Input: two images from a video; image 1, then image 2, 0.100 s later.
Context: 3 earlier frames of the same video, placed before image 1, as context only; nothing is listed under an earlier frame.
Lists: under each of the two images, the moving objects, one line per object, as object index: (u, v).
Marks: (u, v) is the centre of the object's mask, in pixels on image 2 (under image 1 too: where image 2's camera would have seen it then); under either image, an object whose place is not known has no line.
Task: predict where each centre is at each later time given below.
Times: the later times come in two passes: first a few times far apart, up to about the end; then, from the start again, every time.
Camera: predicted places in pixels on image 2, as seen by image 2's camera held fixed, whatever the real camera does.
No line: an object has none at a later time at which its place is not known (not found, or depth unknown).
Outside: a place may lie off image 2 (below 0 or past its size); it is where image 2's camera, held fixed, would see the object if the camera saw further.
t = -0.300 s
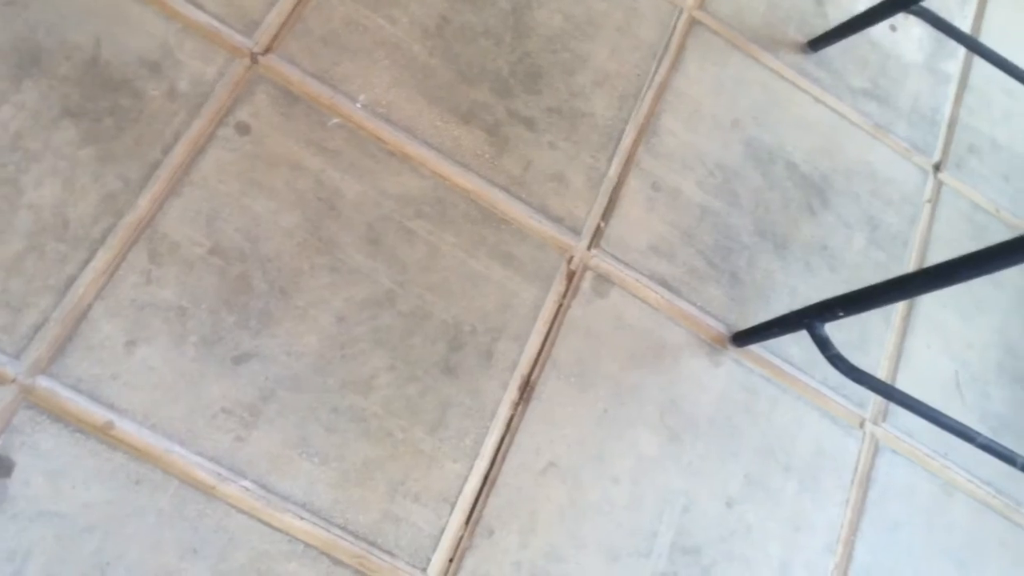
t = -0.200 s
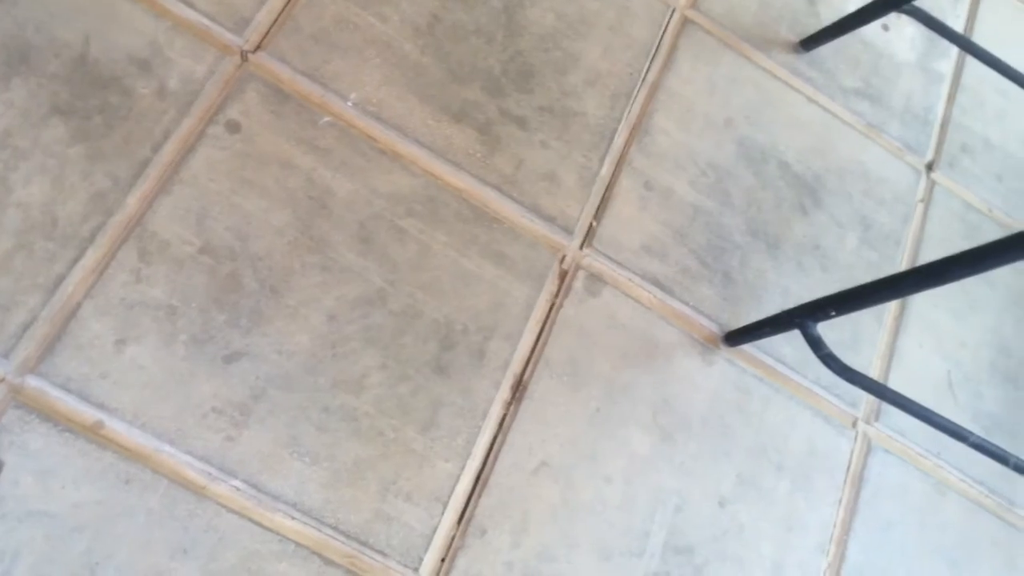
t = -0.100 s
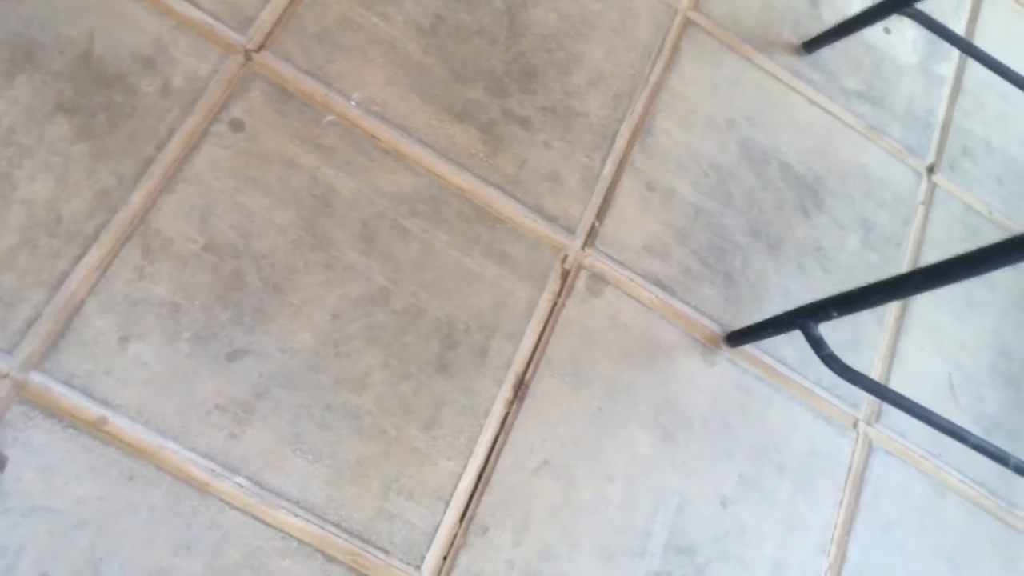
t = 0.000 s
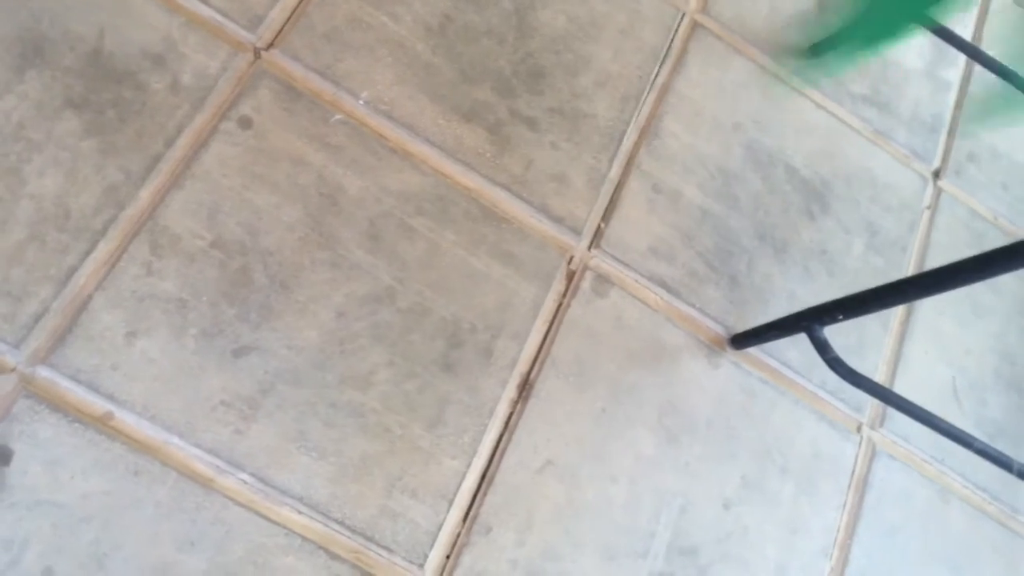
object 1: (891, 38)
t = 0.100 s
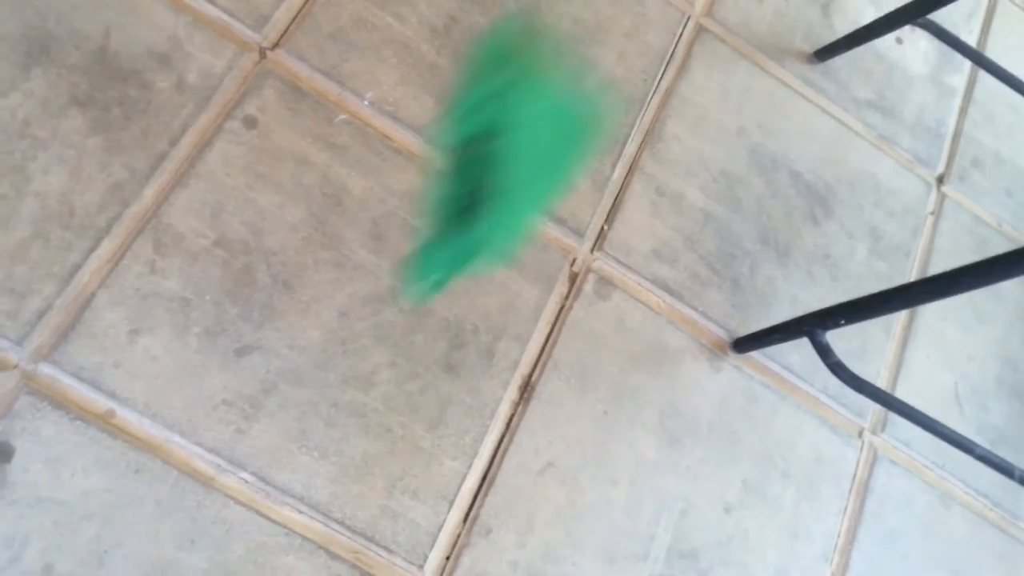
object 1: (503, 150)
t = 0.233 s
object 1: (256, 303)
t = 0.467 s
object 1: (130, 291)
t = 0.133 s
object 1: (406, 213)
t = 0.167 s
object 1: (334, 262)
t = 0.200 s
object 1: (276, 308)
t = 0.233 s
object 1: (256, 303)
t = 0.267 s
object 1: (236, 298)
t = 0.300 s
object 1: (212, 294)
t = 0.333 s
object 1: (192, 295)
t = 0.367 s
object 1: (167, 294)
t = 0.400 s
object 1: (142, 296)
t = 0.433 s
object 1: (131, 297)
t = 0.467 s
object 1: (130, 291)
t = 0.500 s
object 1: (135, 289)
